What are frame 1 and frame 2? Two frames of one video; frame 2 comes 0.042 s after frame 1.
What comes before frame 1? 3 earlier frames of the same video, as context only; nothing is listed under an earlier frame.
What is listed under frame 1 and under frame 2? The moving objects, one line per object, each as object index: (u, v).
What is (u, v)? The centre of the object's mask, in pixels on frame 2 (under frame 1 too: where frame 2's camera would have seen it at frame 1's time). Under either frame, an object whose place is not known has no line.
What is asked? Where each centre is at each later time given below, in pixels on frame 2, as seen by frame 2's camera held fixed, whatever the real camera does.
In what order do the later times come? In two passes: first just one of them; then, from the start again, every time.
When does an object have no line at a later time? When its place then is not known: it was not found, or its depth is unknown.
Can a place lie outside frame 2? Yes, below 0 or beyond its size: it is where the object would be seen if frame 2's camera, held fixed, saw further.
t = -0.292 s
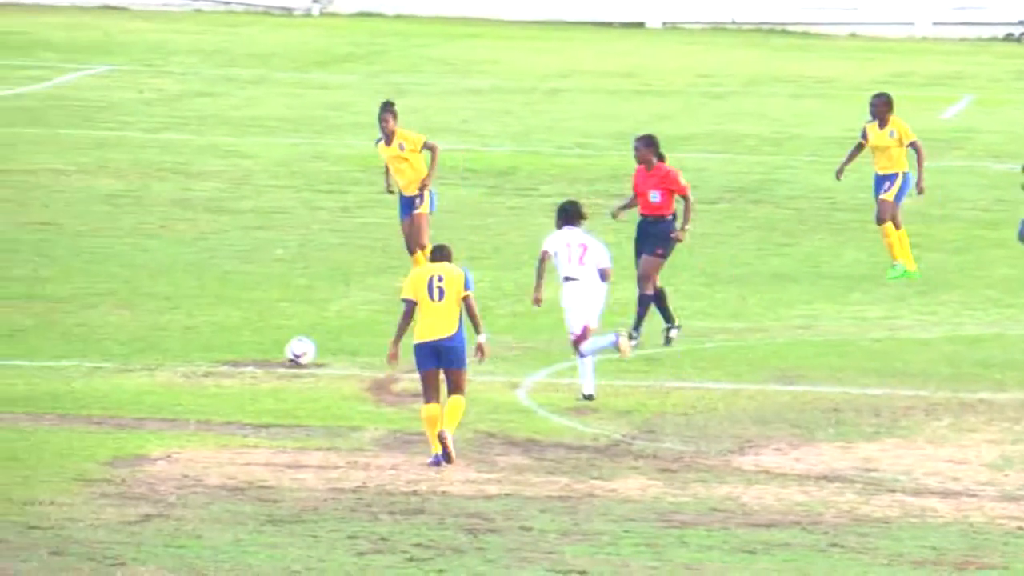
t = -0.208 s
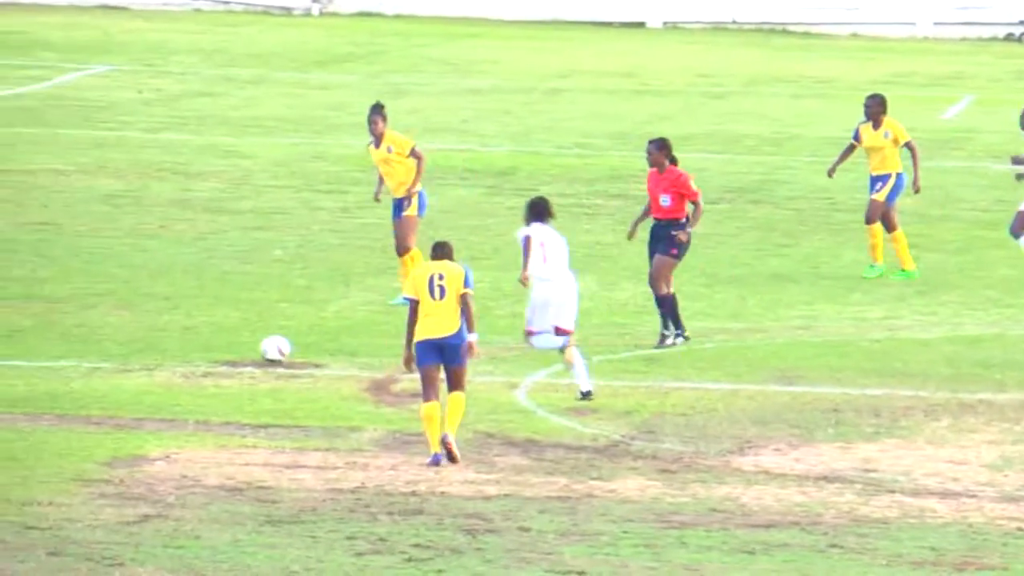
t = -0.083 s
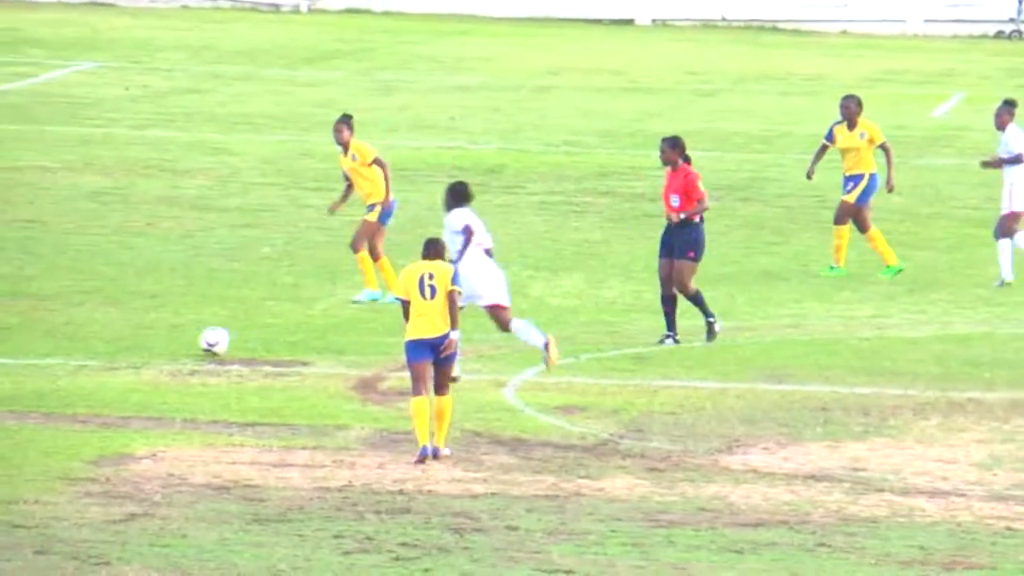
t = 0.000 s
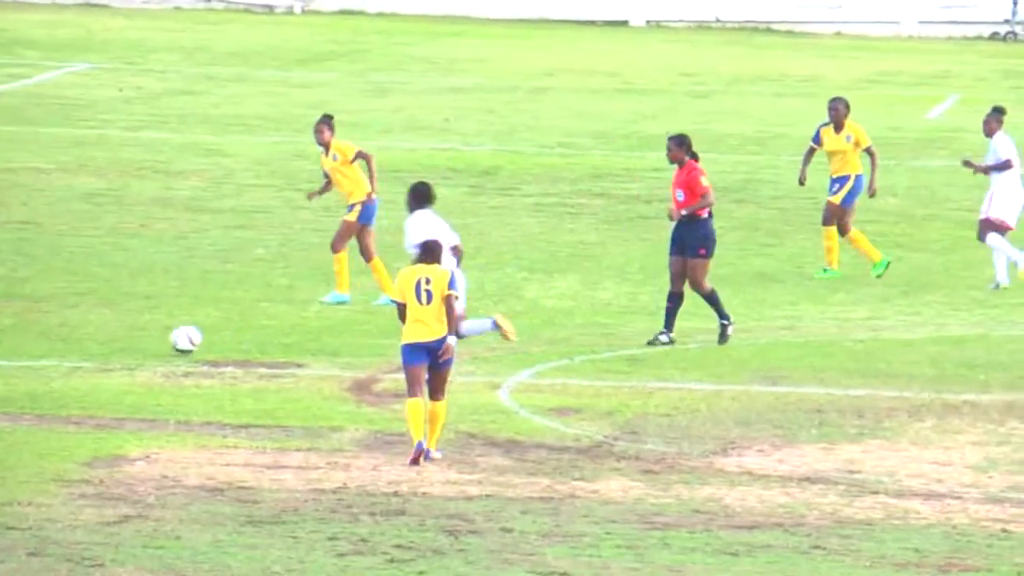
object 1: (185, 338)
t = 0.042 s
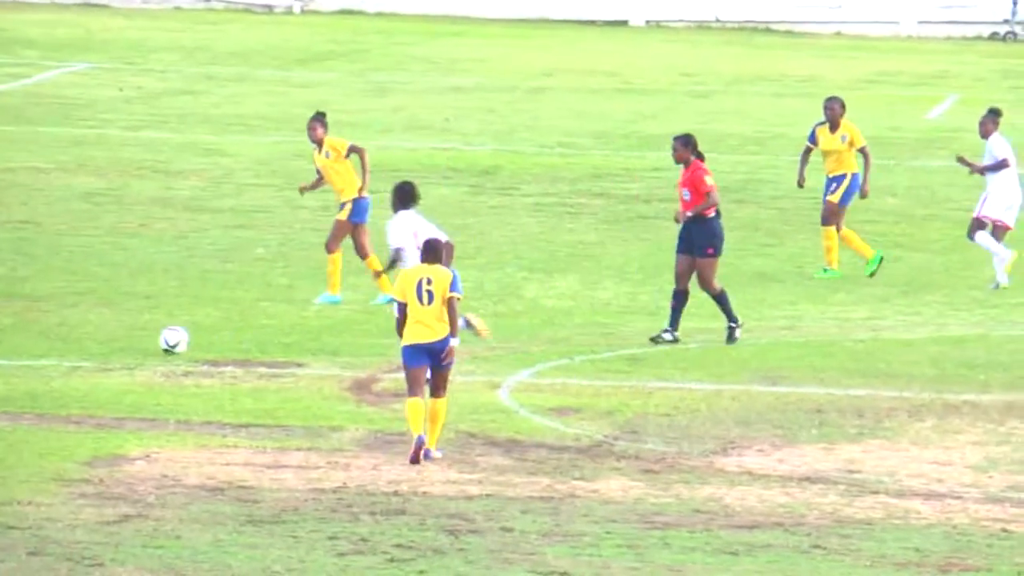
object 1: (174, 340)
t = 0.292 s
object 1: (96, 335)
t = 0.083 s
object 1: (163, 341)
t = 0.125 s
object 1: (140, 338)
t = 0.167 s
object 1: (129, 338)
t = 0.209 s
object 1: (118, 337)
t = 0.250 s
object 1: (107, 336)
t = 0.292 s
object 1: (96, 335)
